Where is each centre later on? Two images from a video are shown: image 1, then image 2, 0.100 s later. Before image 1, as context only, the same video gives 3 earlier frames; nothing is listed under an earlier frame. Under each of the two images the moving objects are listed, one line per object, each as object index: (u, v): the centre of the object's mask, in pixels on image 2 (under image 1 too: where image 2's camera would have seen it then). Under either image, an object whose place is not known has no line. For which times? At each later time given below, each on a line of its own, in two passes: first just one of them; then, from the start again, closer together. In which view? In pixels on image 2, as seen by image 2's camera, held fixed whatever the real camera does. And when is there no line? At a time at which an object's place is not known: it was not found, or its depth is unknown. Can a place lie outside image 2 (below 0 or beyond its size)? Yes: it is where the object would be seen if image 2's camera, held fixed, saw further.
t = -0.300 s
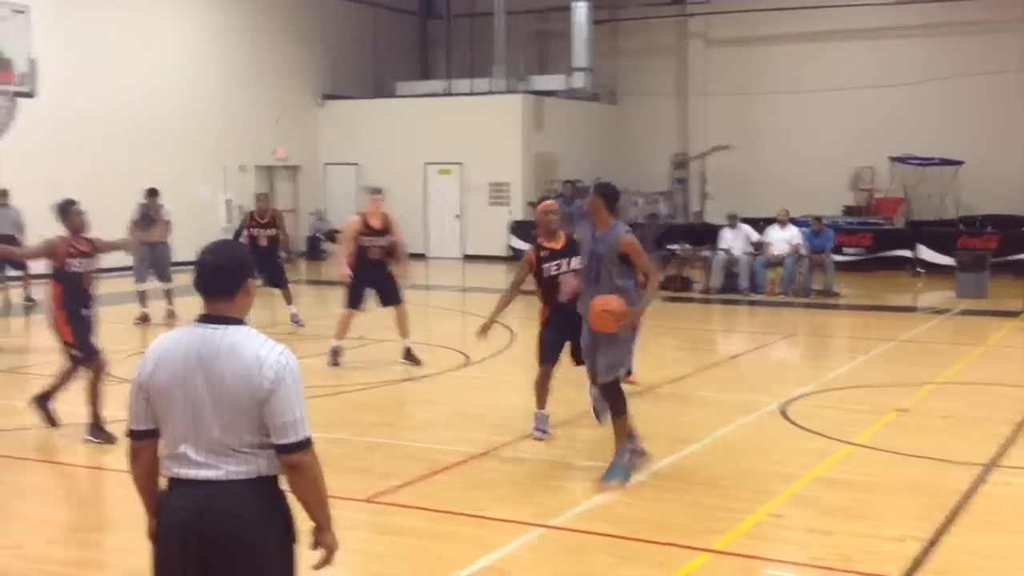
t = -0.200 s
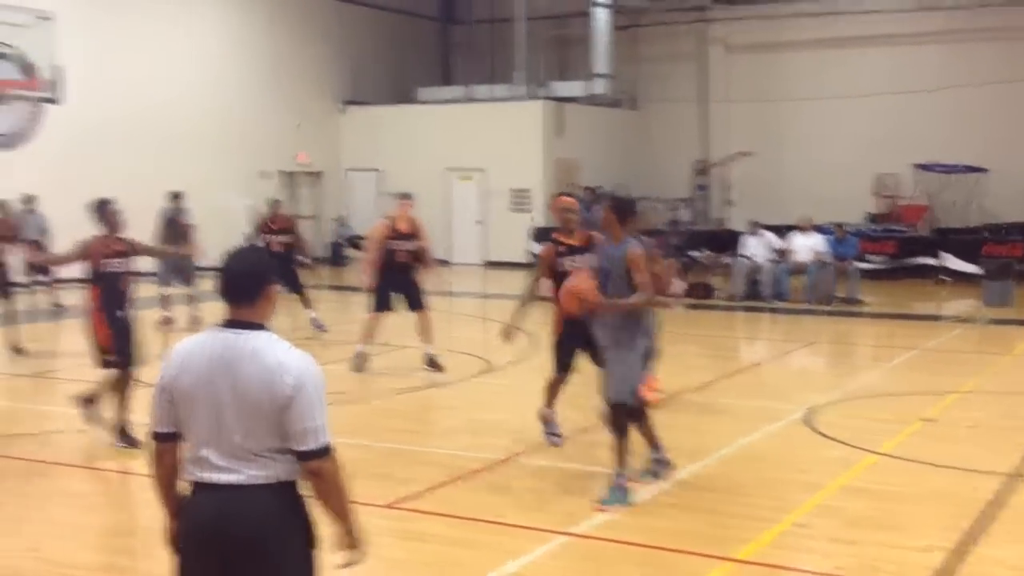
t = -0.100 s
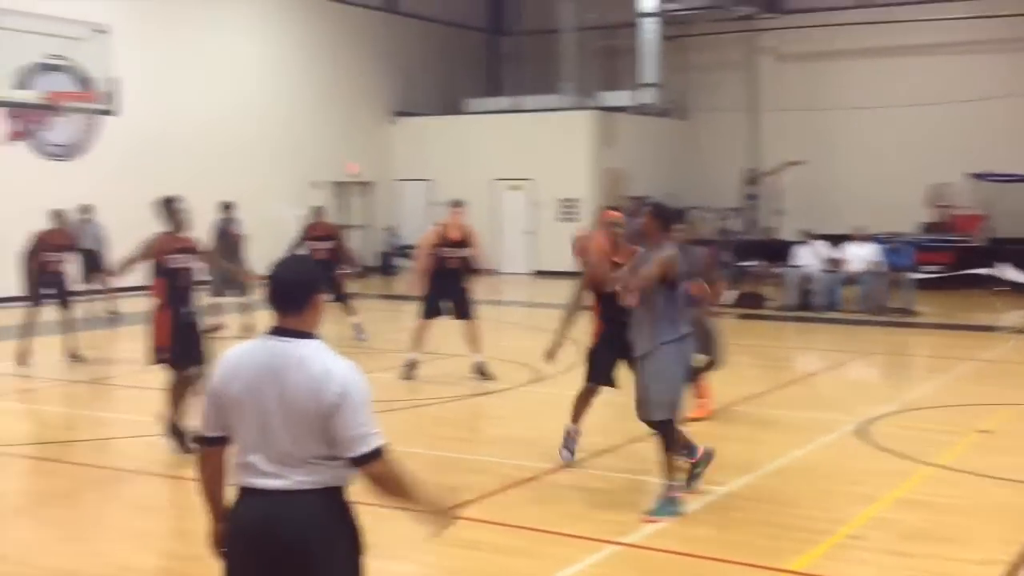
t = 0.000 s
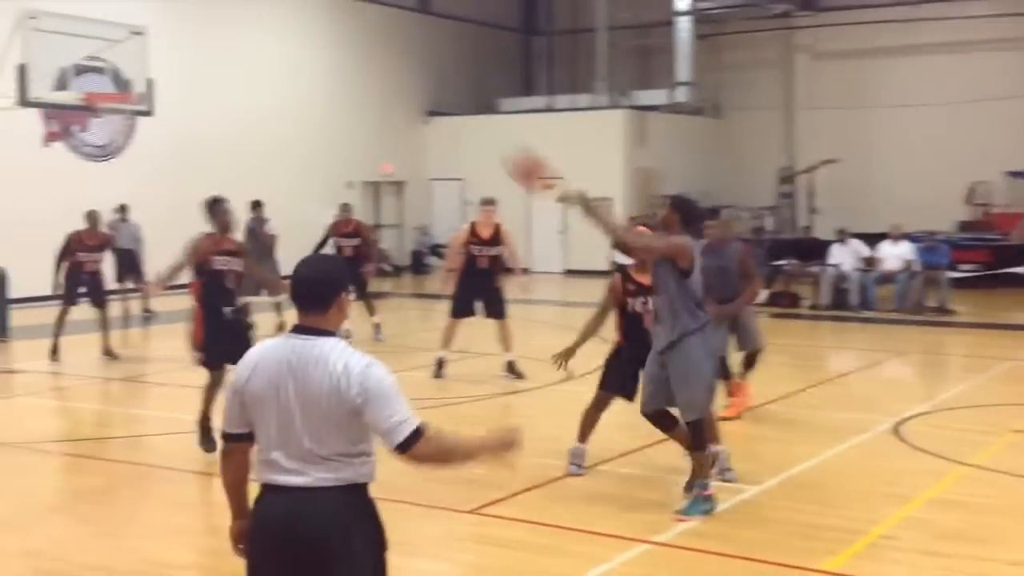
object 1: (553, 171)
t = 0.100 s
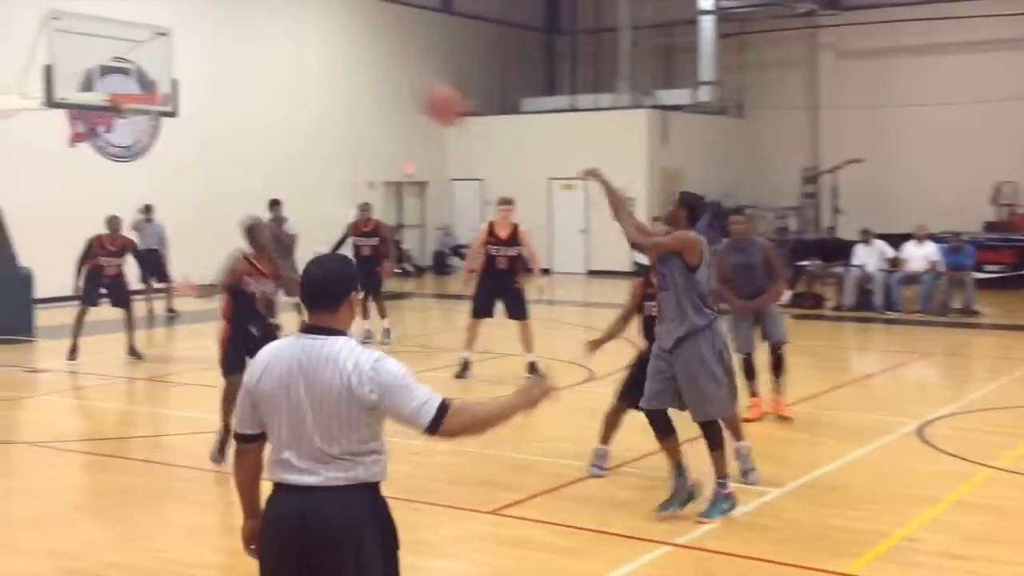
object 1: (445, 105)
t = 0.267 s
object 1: (270, 35)
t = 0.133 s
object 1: (411, 88)
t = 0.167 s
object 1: (371, 72)
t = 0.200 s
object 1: (337, 58)
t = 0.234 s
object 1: (303, 45)
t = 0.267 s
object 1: (270, 35)
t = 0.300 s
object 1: (238, 27)
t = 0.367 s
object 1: (180, 16)
